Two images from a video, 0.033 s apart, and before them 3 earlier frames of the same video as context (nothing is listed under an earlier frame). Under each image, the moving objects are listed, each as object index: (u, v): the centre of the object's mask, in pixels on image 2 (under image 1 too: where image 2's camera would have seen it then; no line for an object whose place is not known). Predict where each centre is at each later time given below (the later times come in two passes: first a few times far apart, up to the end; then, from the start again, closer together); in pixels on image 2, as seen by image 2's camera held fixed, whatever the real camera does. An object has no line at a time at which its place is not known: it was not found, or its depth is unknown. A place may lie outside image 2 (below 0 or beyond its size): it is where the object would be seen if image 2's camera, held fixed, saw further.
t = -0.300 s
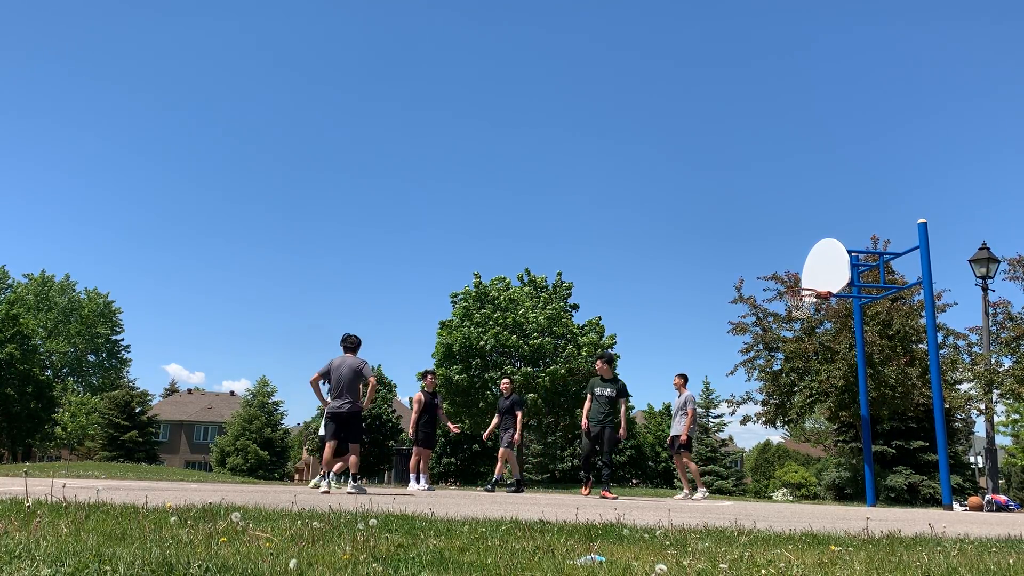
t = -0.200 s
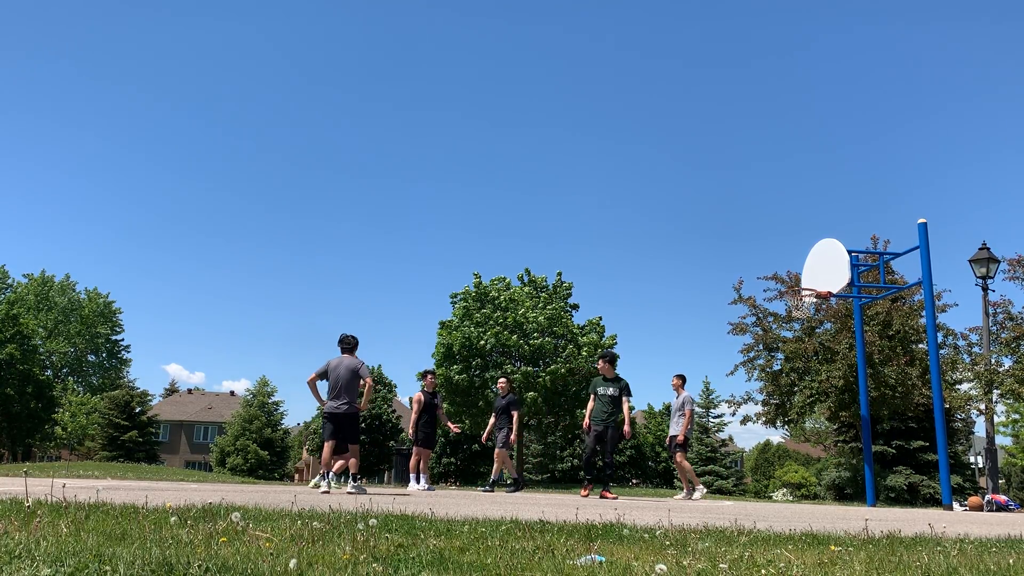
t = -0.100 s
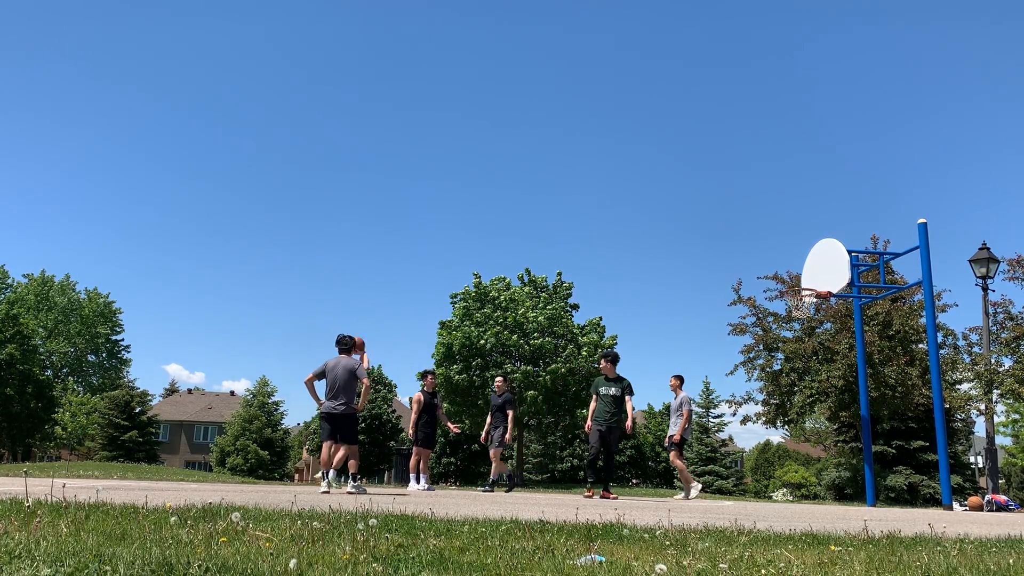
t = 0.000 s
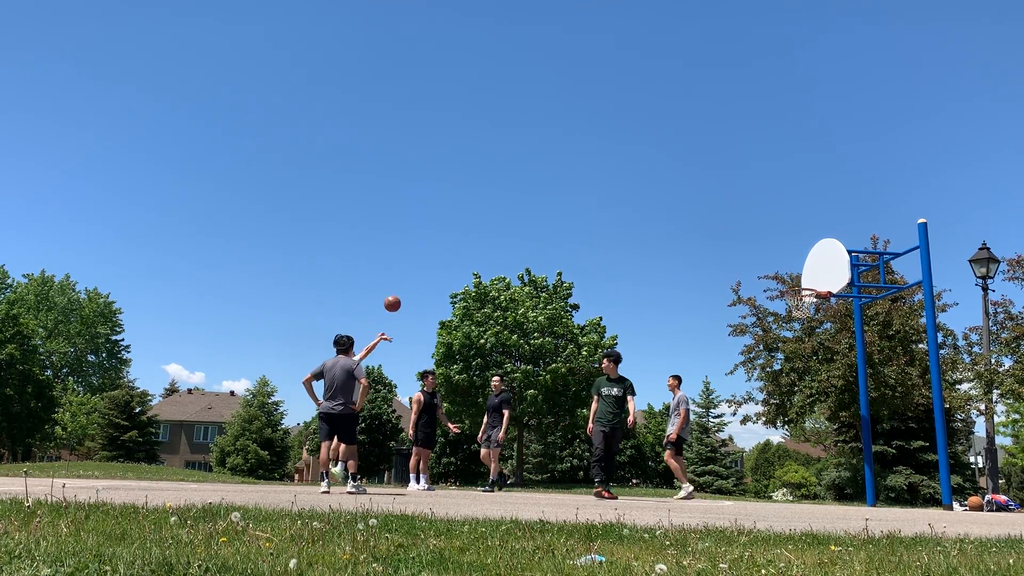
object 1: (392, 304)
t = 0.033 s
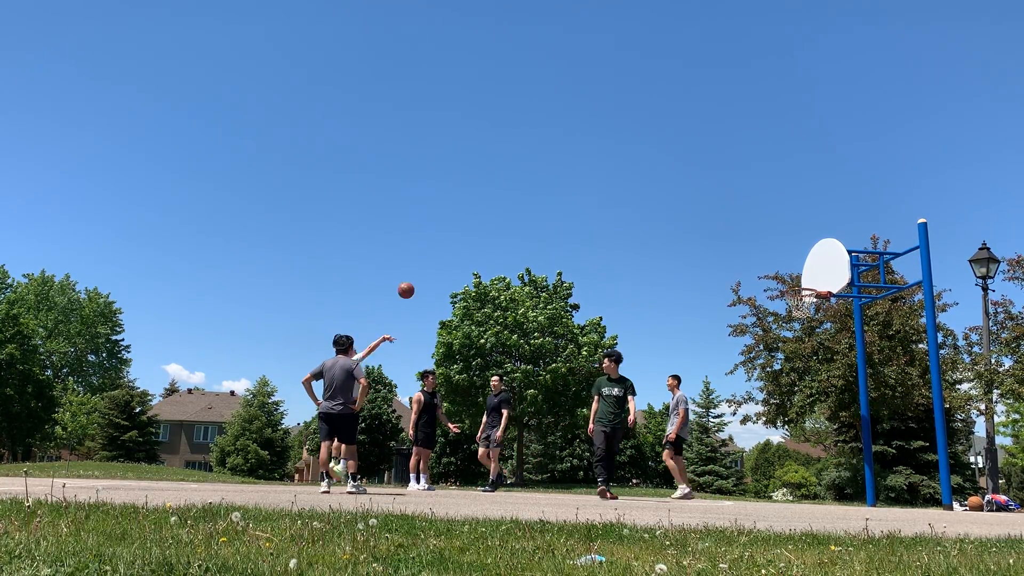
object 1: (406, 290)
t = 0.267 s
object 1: (497, 221)
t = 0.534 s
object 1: (593, 189)
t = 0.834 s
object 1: (695, 208)
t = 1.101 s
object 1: (783, 273)
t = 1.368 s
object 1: (805, 304)
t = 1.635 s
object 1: (799, 313)
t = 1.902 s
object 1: (801, 319)
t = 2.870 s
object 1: (785, 403)
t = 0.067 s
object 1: (419, 278)
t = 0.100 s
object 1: (433, 266)
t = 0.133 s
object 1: (446, 255)
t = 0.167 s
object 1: (458, 246)
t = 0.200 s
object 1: (472, 236)
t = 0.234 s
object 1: (484, 228)
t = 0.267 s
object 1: (497, 221)
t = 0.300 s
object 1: (509, 214)
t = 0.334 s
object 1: (522, 208)
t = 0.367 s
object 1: (534, 204)
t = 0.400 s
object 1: (546, 199)
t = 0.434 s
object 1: (558, 195)
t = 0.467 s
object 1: (570, 192)
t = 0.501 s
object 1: (582, 190)
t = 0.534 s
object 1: (593, 189)
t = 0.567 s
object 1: (605, 188)
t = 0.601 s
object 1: (616, 188)
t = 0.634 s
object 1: (628, 189)
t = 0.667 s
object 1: (639, 190)
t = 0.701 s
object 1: (650, 192)
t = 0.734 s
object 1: (662, 195)
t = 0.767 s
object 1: (673, 198)
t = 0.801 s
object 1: (684, 203)
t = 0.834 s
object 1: (695, 208)
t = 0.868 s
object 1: (706, 213)
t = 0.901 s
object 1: (717, 220)
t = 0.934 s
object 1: (728, 227)
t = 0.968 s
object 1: (739, 235)
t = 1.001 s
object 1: (750, 243)
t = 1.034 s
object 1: (761, 252)
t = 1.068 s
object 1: (772, 262)
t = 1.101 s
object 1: (783, 273)
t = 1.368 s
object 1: (805, 304)
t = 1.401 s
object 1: (803, 305)
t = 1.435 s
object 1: (799, 309)
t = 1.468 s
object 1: (798, 312)
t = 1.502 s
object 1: (797, 312)
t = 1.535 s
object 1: (797, 313)
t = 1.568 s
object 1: (797, 313)
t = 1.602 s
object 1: (798, 313)
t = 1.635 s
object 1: (799, 313)
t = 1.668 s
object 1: (800, 314)
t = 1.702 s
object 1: (801, 315)
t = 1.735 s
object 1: (802, 315)
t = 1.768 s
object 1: (802, 316)
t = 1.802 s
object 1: (802, 317)
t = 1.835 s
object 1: (802, 318)
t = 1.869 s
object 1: (802, 318)
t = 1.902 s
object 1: (801, 319)
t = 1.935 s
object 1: (801, 321)
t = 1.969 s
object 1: (801, 324)
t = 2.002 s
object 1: (801, 327)
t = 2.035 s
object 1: (801, 332)
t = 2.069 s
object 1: (800, 337)
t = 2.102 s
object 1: (800, 343)
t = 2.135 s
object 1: (800, 350)
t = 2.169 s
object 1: (799, 357)
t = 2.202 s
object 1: (799, 366)
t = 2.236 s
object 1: (798, 374)
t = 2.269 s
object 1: (798, 384)
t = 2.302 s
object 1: (798, 394)
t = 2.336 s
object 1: (798, 405)
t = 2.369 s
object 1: (798, 418)
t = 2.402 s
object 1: (798, 431)
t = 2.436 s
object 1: (798, 444)
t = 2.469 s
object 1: (798, 458)
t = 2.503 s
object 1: (799, 473)
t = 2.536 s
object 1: (798, 490)
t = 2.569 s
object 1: (798, 490)
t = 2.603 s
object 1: (796, 478)
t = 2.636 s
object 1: (794, 465)
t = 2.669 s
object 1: (793, 452)
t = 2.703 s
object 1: (793, 443)
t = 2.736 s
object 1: (791, 434)
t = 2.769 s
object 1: (789, 425)
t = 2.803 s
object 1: (788, 417)
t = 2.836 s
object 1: (787, 410)
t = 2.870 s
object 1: (785, 403)
